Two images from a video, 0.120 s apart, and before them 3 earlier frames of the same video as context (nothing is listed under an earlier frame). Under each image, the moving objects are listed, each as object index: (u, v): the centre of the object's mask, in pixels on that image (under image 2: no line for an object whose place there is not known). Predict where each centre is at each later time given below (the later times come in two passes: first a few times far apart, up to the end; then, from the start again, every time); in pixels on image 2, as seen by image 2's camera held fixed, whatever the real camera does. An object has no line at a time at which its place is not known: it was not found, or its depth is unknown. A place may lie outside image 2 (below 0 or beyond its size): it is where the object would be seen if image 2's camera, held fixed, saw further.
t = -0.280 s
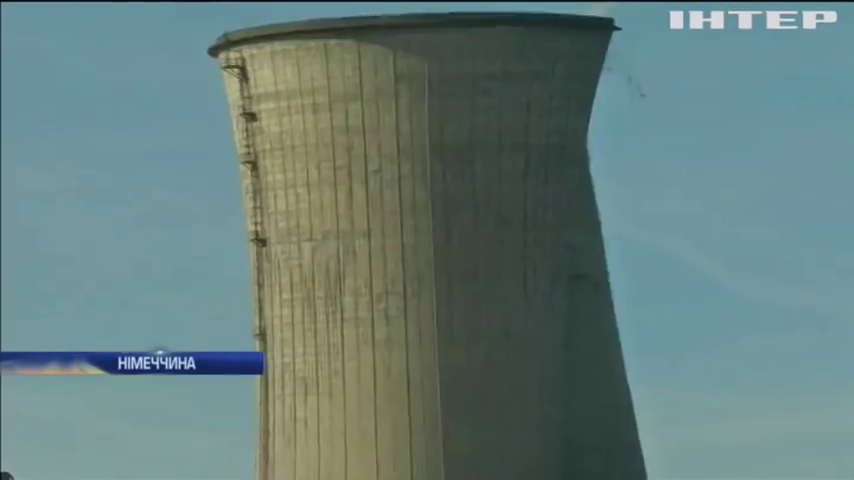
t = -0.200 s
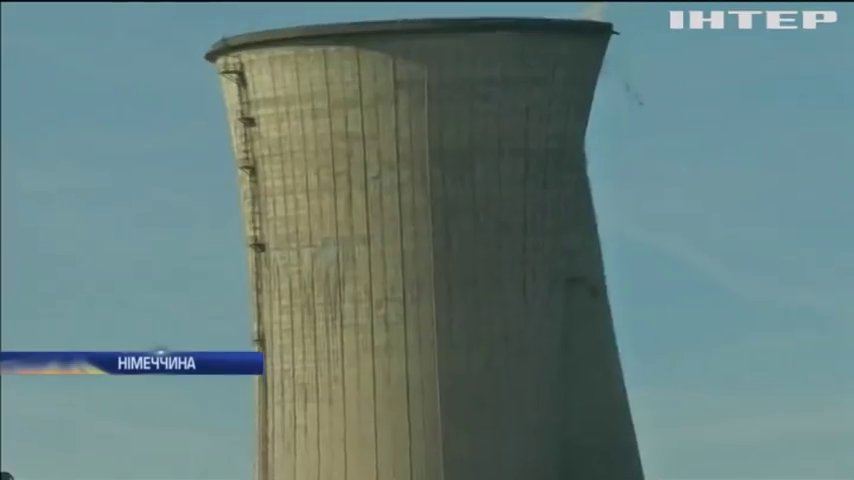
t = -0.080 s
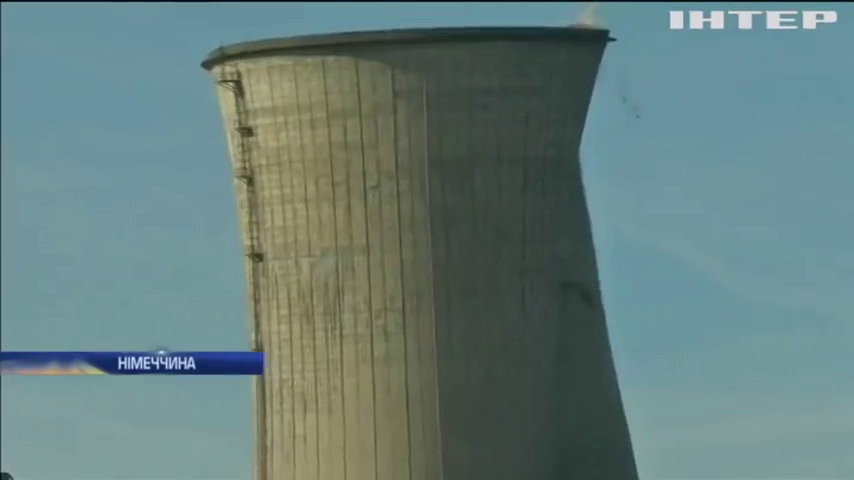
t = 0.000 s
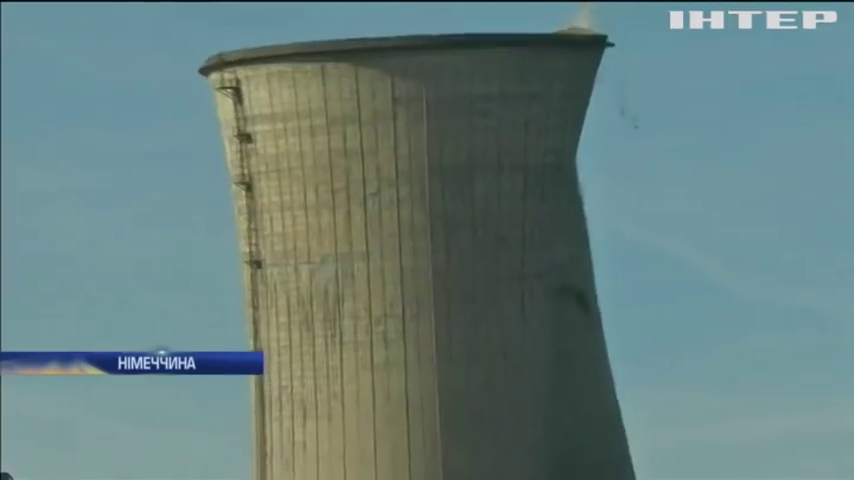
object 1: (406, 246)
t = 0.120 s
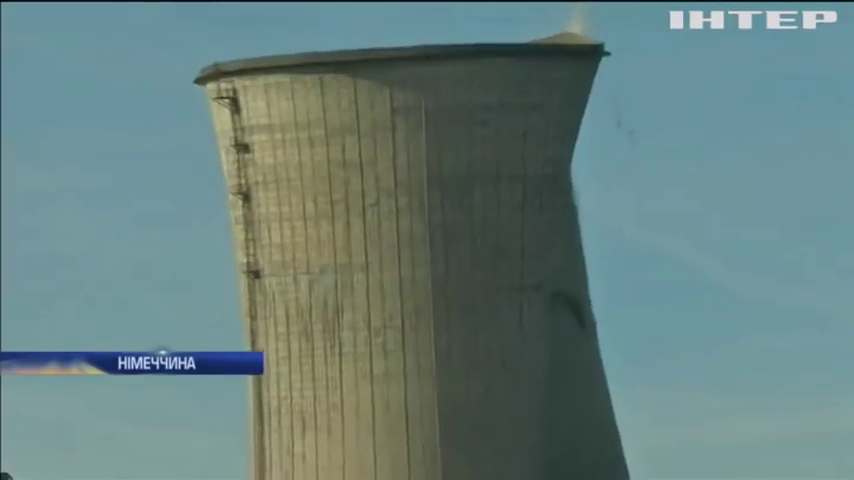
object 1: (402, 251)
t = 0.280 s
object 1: (398, 257)
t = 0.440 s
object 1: (395, 264)
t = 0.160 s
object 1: (402, 252)
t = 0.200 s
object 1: (401, 254)
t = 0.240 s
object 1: (400, 256)
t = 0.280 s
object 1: (398, 257)
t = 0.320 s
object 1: (398, 258)
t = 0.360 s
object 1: (397, 260)
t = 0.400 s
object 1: (397, 262)
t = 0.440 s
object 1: (395, 264)
